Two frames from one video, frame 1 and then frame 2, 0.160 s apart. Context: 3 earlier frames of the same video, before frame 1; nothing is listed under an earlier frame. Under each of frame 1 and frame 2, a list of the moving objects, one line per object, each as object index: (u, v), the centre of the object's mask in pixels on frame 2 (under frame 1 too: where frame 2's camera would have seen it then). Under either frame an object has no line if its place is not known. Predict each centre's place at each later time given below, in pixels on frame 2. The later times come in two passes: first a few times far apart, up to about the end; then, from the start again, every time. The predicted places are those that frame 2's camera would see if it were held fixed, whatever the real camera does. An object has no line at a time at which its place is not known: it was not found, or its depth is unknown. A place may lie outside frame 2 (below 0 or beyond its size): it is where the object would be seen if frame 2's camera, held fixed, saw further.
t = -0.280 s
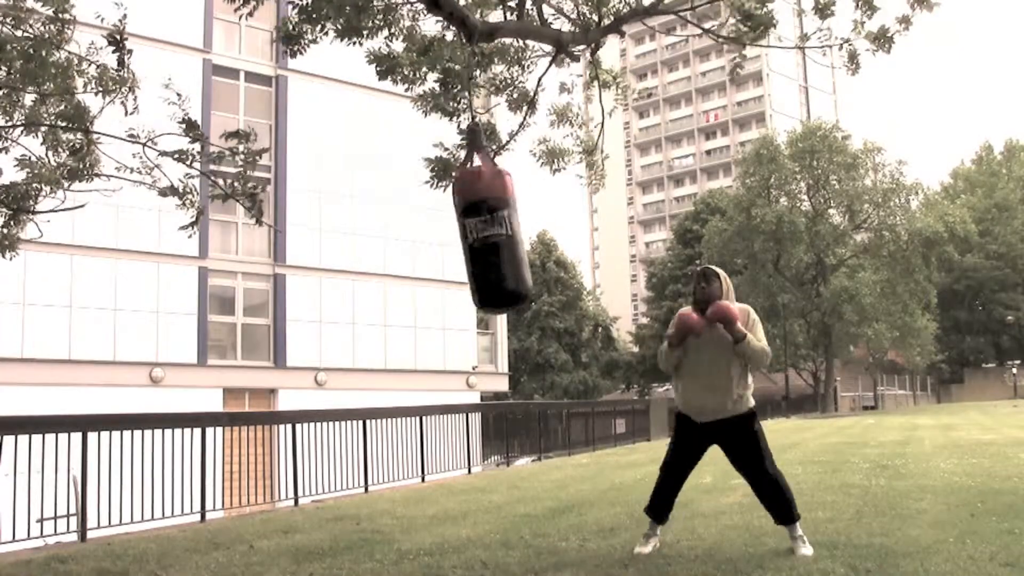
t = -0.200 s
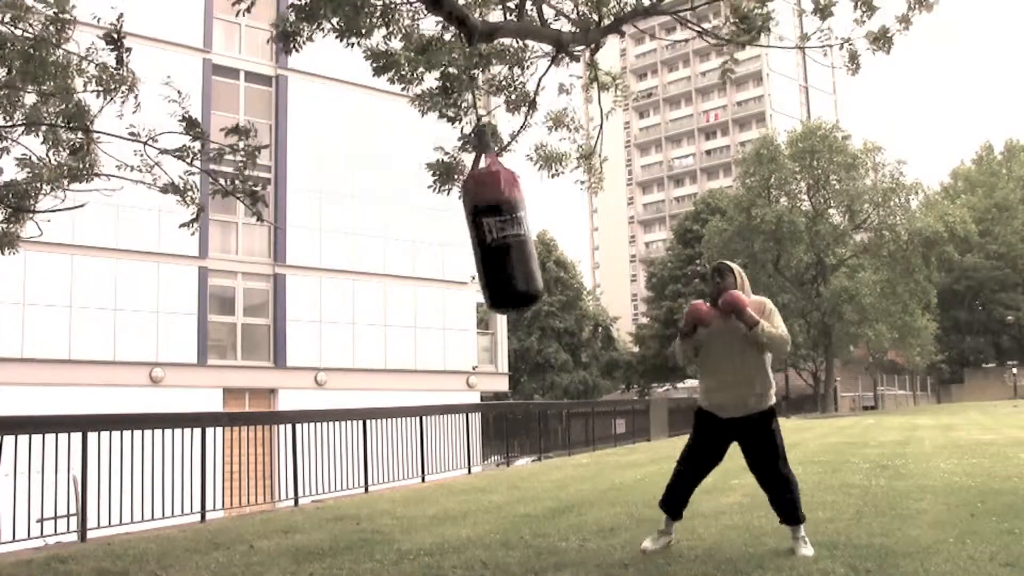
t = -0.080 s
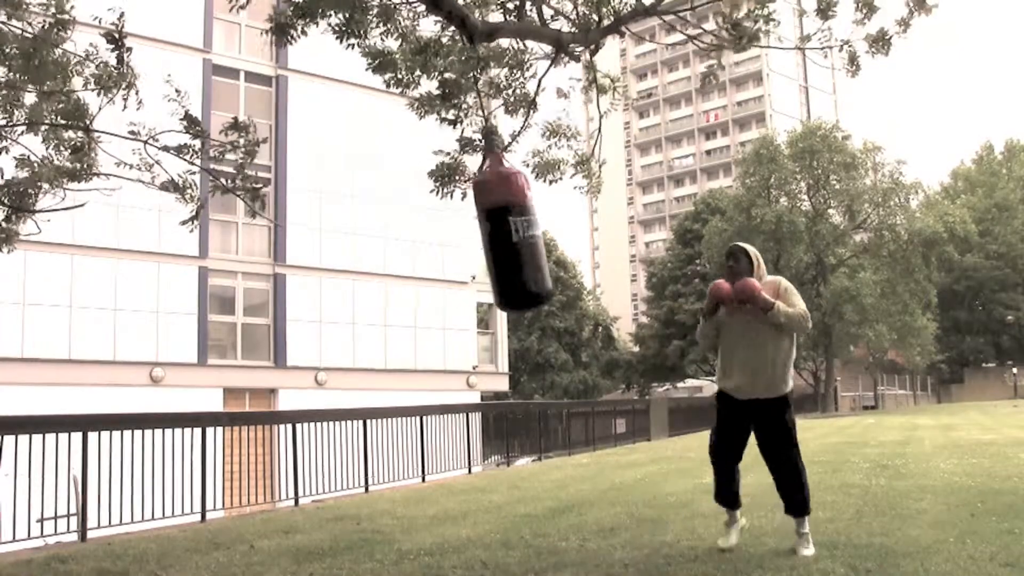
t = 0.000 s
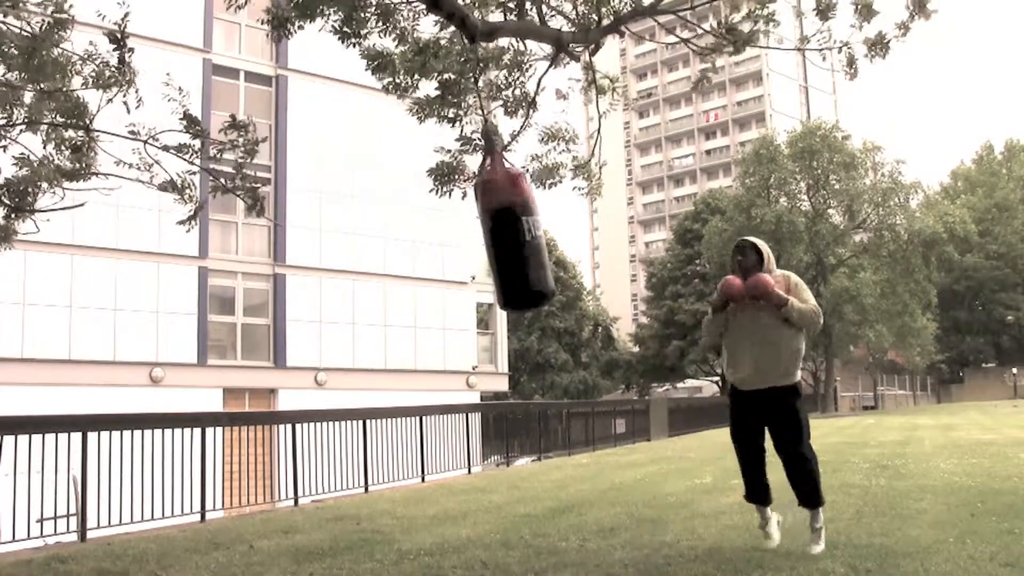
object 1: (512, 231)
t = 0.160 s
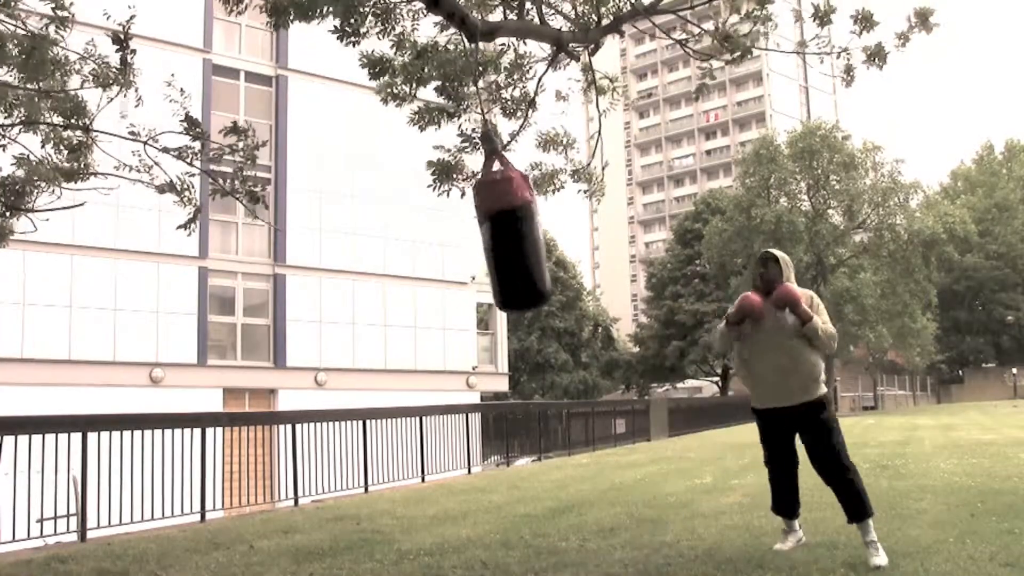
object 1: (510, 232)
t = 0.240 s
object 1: (507, 232)
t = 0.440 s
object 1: (489, 237)
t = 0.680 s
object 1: (462, 240)
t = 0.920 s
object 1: (439, 236)
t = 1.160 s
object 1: (433, 230)
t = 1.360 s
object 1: (443, 230)
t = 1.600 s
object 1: (471, 233)
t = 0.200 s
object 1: (509, 231)
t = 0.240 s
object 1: (507, 232)
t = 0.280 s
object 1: (504, 233)
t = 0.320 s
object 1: (502, 236)
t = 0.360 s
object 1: (498, 236)
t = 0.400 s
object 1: (494, 236)
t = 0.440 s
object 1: (489, 237)
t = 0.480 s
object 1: (484, 237)
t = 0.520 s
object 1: (480, 237)
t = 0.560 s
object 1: (476, 239)
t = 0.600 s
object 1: (471, 241)
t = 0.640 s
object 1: (466, 242)
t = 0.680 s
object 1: (462, 240)
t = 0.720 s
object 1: (458, 239)
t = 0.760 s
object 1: (453, 239)
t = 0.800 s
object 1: (449, 238)
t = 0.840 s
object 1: (445, 236)
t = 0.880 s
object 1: (442, 235)
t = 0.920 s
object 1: (439, 236)
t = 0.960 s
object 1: (436, 237)
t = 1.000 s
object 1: (434, 236)
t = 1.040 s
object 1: (433, 234)
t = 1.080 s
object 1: (432, 232)
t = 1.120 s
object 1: (433, 231)
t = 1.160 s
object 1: (433, 230)
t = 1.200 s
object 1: (434, 231)
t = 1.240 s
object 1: (435, 231)
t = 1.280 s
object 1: (437, 232)
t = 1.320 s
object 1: (440, 230)
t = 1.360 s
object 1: (443, 230)
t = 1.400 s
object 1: (447, 230)
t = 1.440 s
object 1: (451, 231)
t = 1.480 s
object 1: (455, 230)
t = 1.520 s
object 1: (460, 231)
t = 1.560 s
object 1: (465, 232)
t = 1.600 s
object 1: (471, 233)
